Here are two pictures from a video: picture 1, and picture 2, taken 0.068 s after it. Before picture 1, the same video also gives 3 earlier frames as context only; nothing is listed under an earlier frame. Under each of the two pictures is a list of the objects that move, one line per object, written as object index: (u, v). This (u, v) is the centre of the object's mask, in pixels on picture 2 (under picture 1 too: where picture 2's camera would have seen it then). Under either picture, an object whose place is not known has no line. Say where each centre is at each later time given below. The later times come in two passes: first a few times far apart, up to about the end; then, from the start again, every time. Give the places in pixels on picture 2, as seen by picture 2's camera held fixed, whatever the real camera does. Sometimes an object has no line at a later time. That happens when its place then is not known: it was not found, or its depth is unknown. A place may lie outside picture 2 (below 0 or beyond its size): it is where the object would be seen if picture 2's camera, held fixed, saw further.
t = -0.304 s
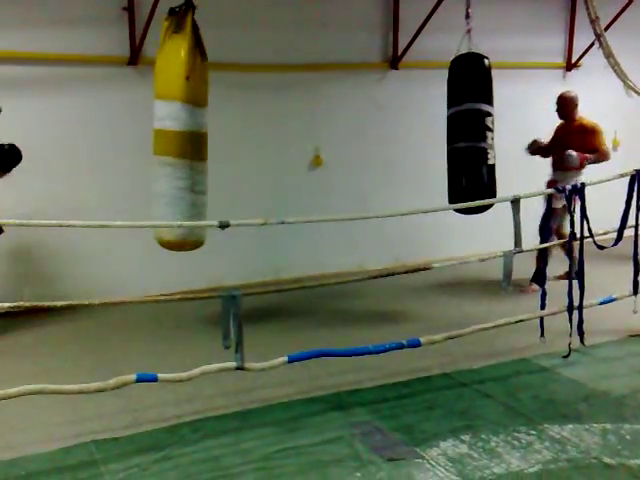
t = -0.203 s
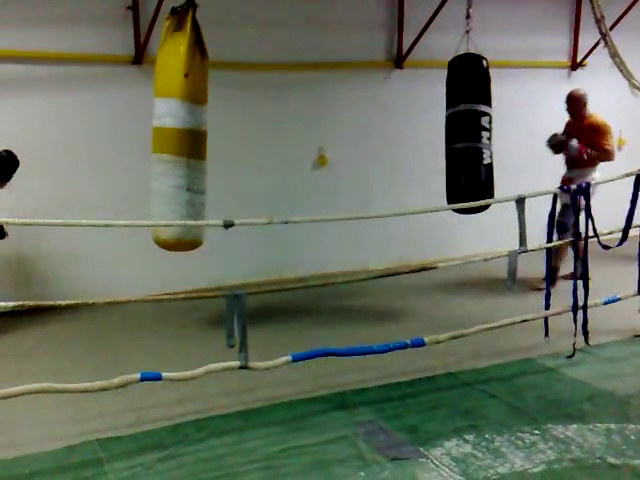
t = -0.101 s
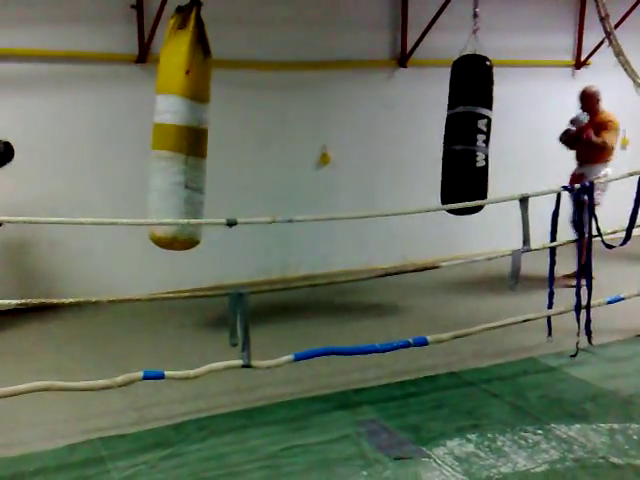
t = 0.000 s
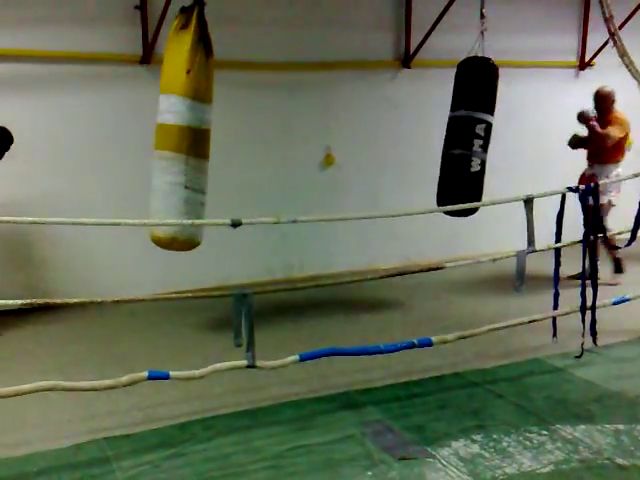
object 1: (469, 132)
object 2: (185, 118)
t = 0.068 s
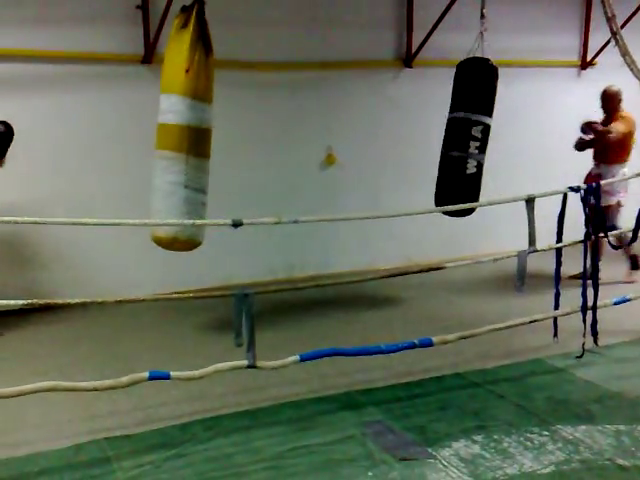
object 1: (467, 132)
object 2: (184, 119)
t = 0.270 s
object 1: (460, 133)
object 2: (189, 121)
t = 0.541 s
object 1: (464, 130)
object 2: (206, 121)
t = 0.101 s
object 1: (465, 132)
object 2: (185, 119)
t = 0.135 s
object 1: (464, 133)
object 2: (185, 119)
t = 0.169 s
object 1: (462, 133)
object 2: (185, 120)
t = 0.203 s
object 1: (461, 133)
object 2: (186, 120)
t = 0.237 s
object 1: (461, 133)
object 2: (187, 120)
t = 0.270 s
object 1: (460, 133)
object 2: (189, 121)
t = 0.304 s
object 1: (460, 133)
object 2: (191, 121)
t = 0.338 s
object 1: (461, 133)
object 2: (192, 121)
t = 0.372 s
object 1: (461, 133)
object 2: (194, 121)
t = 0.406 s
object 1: (462, 133)
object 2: (195, 121)
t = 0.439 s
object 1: (462, 133)
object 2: (197, 121)
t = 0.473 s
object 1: (462, 132)
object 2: (199, 121)
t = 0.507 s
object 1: (463, 131)
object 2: (203, 121)
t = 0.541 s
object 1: (464, 130)
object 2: (206, 121)
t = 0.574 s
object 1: (465, 129)
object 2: (209, 121)
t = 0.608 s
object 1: (466, 128)
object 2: (211, 121)
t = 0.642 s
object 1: (467, 127)
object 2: (214, 133)
